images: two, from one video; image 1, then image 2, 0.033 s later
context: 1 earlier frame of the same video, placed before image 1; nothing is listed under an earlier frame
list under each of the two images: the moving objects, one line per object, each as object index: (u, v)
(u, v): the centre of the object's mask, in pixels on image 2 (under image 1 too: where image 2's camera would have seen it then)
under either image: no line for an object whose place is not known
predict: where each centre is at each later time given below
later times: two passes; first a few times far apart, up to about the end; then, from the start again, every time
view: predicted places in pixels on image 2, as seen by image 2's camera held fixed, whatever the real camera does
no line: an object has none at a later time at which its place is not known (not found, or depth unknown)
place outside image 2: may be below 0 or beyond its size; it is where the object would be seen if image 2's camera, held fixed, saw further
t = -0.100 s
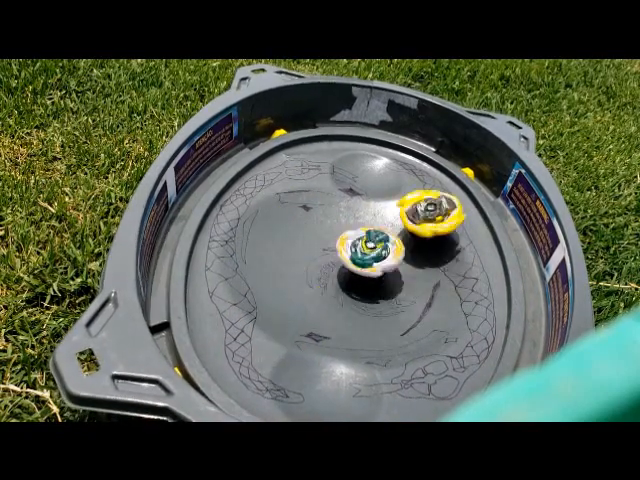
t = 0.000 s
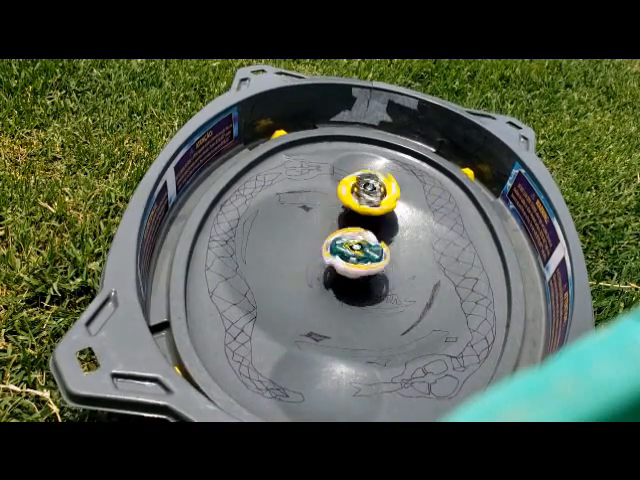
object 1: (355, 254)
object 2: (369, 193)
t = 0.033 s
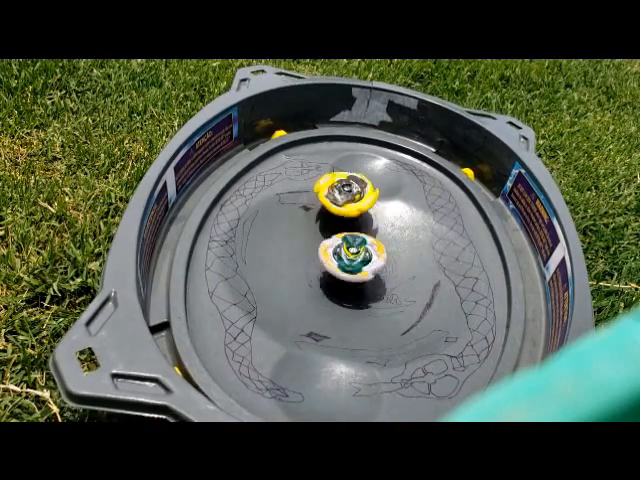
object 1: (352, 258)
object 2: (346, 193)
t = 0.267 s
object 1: (342, 286)
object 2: (274, 282)
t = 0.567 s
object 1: (359, 285)
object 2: (363, 369)
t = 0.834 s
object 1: (335, 261)
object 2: (311, 393)
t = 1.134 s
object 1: (325, 264)
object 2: (312, 314)
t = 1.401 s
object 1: (374, 254)
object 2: (350, 306)
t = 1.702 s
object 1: (390, 214)
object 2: (304, 259)
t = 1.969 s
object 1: (386, 256)
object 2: (263, 248)
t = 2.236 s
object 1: (394, 299)
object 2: (276, 277)
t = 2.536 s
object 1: (386, 316)
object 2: (352, 237)
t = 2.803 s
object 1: (355, 268)
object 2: (373, 215)
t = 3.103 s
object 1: (332, 238)
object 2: (416, 218)
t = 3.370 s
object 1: (320, 258)
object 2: (376, 293)
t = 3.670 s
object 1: (312, 263)
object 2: (276, 300)
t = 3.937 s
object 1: (336, 287)
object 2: (269, 259)
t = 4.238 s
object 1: (346, 296)
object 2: (403, 248)
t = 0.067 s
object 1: (347, 262)
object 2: (323, 197)
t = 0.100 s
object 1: (344, 266)
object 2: (303, 205)
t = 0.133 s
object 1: (341, 269)
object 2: (288, 216)
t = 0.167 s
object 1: (342, 274)
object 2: (275, 230)
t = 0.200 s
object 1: (341, 278)
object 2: (268, 247)
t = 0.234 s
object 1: (341, 281)
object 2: (267, 264)
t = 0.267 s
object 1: (342, 286)
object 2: (274, 282)
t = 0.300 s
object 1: (348, 286)
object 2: (289, 300)
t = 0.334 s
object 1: (350, 286)
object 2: (309, 317)
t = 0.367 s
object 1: (349, 287)
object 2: (330, 337)
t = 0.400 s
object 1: (353, 293)
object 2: (345, 358)
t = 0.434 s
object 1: (355, 291)
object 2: (355, 373)
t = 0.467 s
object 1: (357, 290)
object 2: (360, 380)
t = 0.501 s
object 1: (357, 289)
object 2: (363, 380)
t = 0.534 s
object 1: (360, 287)
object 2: (365, 377)
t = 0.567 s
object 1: (359, 285)
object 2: (363, 369)
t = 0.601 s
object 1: (357, 281)
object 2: (357, 360)
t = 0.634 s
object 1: (357, 279)
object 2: (342, 354)
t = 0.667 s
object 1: (355, 275)
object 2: (325, 353)
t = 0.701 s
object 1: (352, 272)
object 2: (310, 358)
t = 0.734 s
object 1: (346, 270)
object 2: (300, 367)
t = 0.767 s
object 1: (345, 266)
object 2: (299, 379)
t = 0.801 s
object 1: (340, 264)
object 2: (306, 390)
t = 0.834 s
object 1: (335, 261)
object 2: (311, 393)
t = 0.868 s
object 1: (333, 261)
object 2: (322, 392)
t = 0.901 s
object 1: (329, 259)
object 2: (335, 391)
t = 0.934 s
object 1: (326, 258)
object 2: (349, 386)
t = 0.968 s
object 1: (324, 258)
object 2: (356, 373)
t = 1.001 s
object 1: (322, 257)
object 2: (353, 357)
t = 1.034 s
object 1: (321, 258)
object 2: (341, 341)
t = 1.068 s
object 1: (321, 261)
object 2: (326, 329)
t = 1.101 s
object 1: (323, 262)
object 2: (316, 320)
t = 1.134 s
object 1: (325, 264)
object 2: (312, 314)
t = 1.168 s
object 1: (327, 264)
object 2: (314, 309)
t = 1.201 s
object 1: (336, 264)
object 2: (316, 307)
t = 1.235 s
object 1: (344, 264)
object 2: (321, 309)
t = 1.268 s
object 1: (352, 265)
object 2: (330, 314)
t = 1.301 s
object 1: (359, 261)
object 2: (335, 313)
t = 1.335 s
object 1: (365, 260)
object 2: (344, 314)
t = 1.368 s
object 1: (370, 258)
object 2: (349, 311)
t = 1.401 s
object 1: (374, 254)
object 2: (350, 306)
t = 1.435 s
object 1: (378, 251)
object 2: (353, 299)
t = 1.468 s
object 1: (382, 248)
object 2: (353, 292)
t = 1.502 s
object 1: (390, 242)
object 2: (344, 286)
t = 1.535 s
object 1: (394, 236)
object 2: (338, 282)
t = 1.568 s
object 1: (397, 227)
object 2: (328, 277)
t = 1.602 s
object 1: (397, 223)
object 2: (321, 273)
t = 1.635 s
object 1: (398, 219)
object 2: (314, 268)
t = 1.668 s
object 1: (393, 215)
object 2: (309, 265)
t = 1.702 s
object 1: (390, 214)
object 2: (304, 259)
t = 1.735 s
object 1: (385, 214)
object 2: (299, 256)
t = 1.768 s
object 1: (379, 218)
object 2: (297, 254)
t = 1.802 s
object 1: (372, 223)
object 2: (296, 254)
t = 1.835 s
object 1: (365, 228)
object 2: (296, 253)
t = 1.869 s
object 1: (359, 235)
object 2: (297, 252)
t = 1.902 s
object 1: (358, 241)
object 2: (297, 251)
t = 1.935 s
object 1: (372, 249)
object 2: (277, 249)
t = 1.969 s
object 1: (386, 256)
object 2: (263, 248)
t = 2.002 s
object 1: (389, 265)
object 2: (256, 249)
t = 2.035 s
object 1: (392, 269)
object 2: (248, 250)
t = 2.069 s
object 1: (397, 274)
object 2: (246, 254)
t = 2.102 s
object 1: (399, 281)
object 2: (245, 256)
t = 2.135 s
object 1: (400, 285)
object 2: (247, 260)
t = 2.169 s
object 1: (400, 291)
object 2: (255, 266)
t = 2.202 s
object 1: (399, 295)
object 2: (264, 272)
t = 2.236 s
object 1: (394, 299)
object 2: (276, 277)
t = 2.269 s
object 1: (388, 306)
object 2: (292, 283)
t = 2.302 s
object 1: (381, 309)
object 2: (307, 284)
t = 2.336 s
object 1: (384, 311)
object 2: (312, 277)
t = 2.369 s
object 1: (388, 316)
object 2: (319, 271)
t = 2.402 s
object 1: (392, 318)
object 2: (326, 266)
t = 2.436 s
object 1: (391, 322)
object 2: (333, 257)
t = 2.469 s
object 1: (391, 323)
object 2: (340, 250)
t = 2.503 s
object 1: (390, 322)
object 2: (346, 243)
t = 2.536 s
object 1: (386, 316)
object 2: (352, 237)
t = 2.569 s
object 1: (381, 313)
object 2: (355, 229)
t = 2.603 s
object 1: (376, 310)
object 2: (361, 223)
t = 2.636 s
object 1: (372, 306)
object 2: (366, 218)
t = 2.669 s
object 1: (367, 301)
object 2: (367, 214)
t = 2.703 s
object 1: (361, 290)
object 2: (370, 212)
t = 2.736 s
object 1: (357, 284)
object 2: (371, 210)
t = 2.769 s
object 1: (356, 278)
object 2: (371, 211)
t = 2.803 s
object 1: (355, 268)
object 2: (373, 215)
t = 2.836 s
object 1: (350, 263)
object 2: (376, 215)
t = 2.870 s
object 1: (348, 258)
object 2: (383, 215)
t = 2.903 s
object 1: (341, 252)
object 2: (393, 212)
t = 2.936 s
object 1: (335, 246)
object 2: (398, 210)
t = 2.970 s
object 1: (333, 240)
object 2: (405, 208)
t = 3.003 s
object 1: (332, 235)
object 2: (411, 208)
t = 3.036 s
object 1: (334, 236)
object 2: (414, 210)
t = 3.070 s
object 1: (334, 238)
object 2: (416, 214)
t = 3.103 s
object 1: (332, 238)
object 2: (416, 218)
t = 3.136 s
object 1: (330, 237)
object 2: (416, 225)
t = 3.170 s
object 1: (330, 238)
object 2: (412, 233)
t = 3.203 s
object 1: (335, 241)
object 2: (408, 242)
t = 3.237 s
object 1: (337, 246)
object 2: (403, 250)
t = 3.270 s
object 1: (337, 252)
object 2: (397, 260)
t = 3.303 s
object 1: (331, 255)
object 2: (390, 272)
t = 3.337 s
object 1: (324, 257)
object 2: (386, 282)
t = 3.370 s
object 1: (320, 258)
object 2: (376, 293)
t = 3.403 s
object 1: (321, 258)
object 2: (365, 300)
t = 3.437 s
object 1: (320, 259)
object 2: (354, 306)
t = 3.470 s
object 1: (319, 258)
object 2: (341, 318)
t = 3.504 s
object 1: (314, 257)
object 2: (332, 313)
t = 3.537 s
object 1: (309, 255)
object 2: (321, 313)
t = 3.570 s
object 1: (304, 256)
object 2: (309, 311)
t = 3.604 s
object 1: (306, 254)
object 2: (296, 309)
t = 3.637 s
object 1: (306, 261)
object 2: (285, 304)
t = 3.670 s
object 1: (312, 263)
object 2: (276, 300)
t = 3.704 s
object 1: (315, 265)
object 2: (269, 293)
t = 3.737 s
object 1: (316, 269)
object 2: (263, 287)
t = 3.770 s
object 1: (317, 271)
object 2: (255, 279)
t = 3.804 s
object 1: (321, 273)
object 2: (253, 272)
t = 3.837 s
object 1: (324, 276)
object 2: (254, 268)
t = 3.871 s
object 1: (330, 277)
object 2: (256, 264)
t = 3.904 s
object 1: (333, 282)
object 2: (261, 259)
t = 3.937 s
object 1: (336, 287)
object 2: (269, 259)
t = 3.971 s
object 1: (339, 291)
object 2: (279, 259)
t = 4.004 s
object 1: (341, 294)
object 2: (290, 257)
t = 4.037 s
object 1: (342, 297)
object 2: (302, 255)
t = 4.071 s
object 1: (341, 299)
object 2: (318, 252)
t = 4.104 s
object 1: (342, 300)
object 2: (335, 251)
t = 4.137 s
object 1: (344, 299)
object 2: (355, 251)
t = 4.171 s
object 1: (344, 300)
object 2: (371, 250)
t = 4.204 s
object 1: (346, 299)
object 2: (388, 250)
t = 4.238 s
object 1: (346, 296)
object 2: (403, 248)
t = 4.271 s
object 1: (349, 294)
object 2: (414, 249)
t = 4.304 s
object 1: (352, 294)
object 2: (424, 248)
